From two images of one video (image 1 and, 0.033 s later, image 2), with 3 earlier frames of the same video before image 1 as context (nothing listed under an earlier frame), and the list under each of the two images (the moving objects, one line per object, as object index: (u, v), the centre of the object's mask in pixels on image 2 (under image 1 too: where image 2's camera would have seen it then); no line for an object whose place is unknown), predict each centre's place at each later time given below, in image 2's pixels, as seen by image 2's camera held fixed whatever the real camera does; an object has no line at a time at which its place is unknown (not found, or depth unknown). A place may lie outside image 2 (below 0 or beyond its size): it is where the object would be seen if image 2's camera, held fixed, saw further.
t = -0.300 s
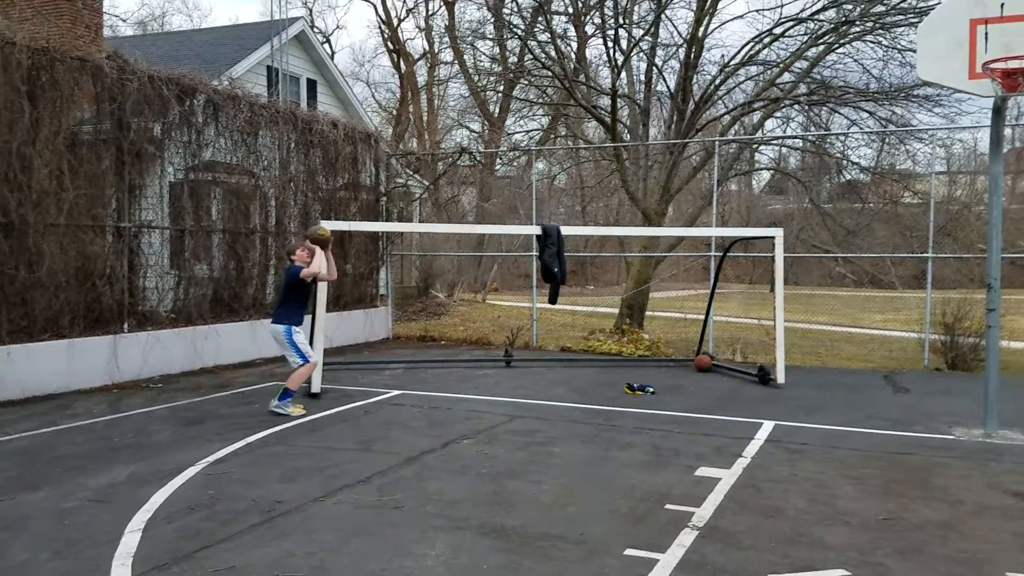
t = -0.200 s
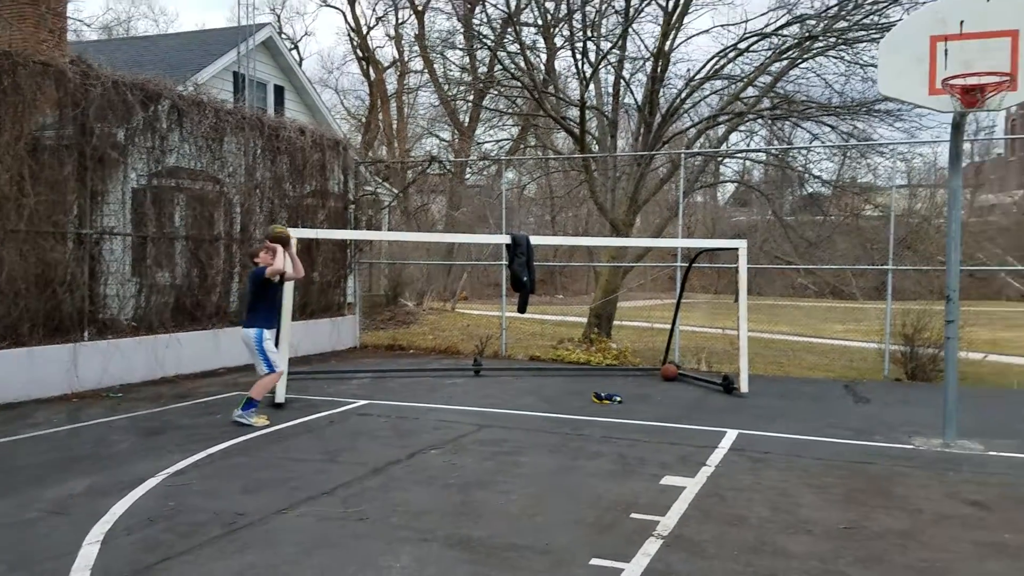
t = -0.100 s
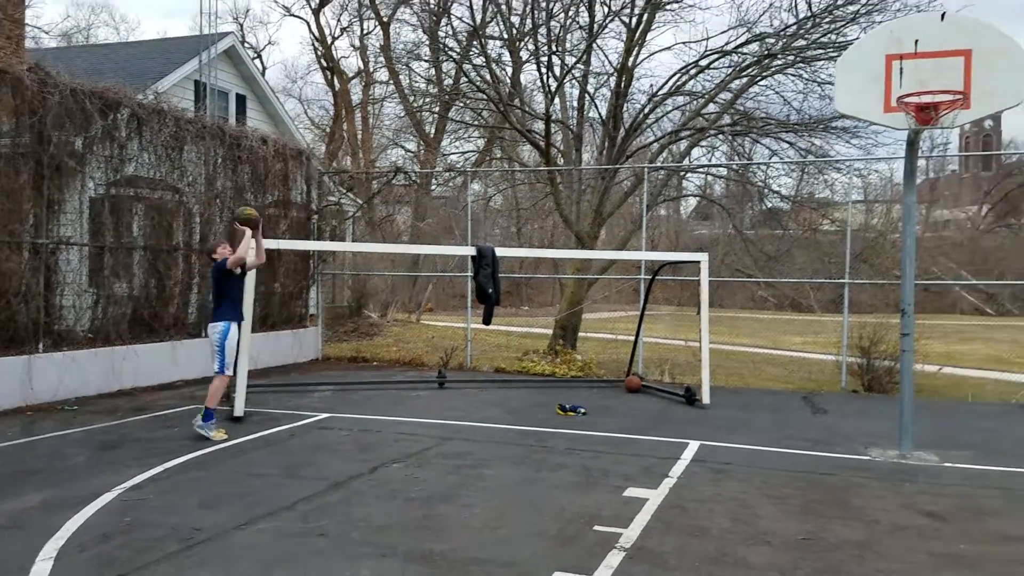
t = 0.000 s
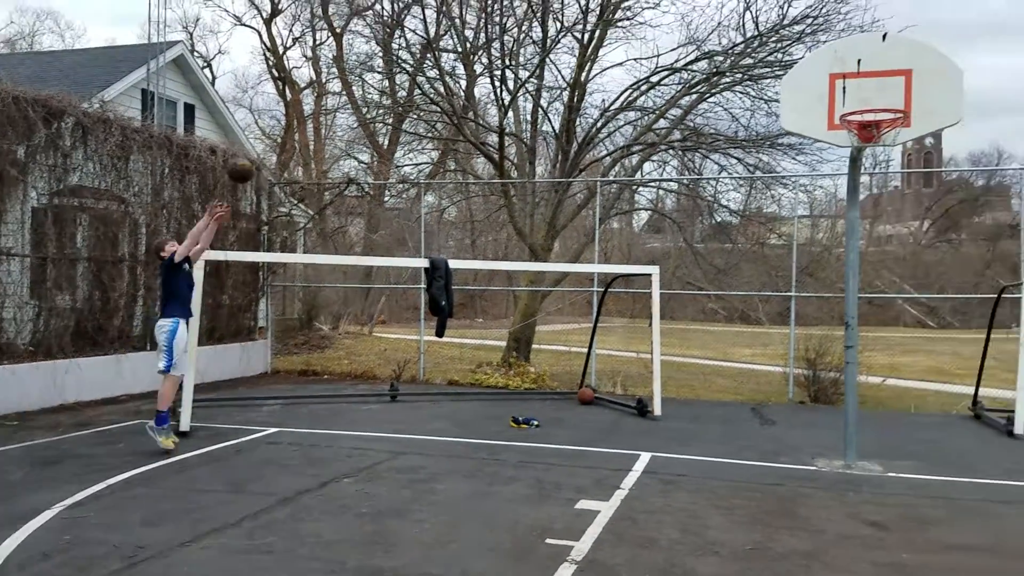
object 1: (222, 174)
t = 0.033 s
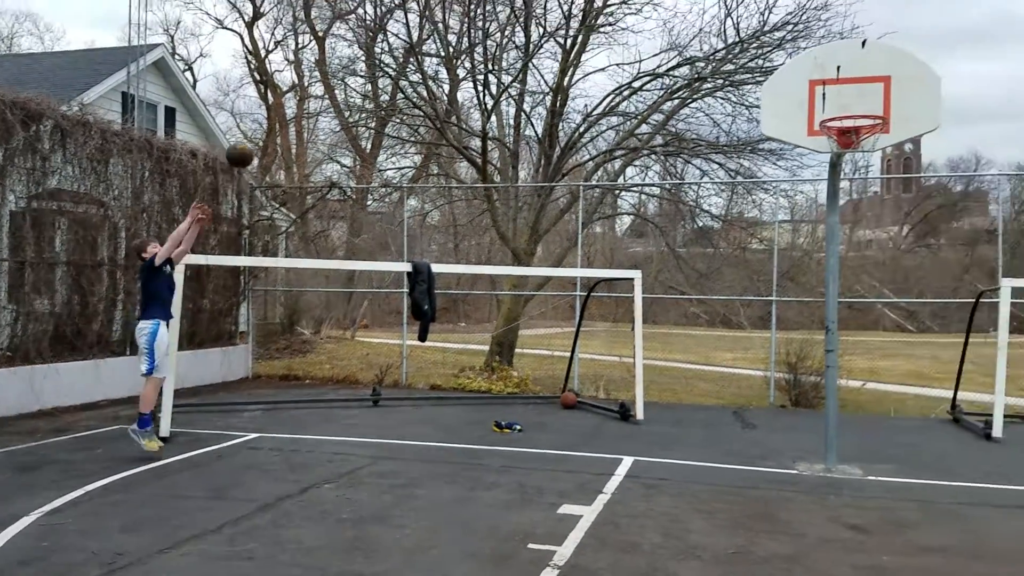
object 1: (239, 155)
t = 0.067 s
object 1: (257, 137)
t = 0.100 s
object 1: (275, 121)
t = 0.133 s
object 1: (293, 106)
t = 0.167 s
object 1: (311, 90)
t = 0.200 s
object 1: (330, 77)
